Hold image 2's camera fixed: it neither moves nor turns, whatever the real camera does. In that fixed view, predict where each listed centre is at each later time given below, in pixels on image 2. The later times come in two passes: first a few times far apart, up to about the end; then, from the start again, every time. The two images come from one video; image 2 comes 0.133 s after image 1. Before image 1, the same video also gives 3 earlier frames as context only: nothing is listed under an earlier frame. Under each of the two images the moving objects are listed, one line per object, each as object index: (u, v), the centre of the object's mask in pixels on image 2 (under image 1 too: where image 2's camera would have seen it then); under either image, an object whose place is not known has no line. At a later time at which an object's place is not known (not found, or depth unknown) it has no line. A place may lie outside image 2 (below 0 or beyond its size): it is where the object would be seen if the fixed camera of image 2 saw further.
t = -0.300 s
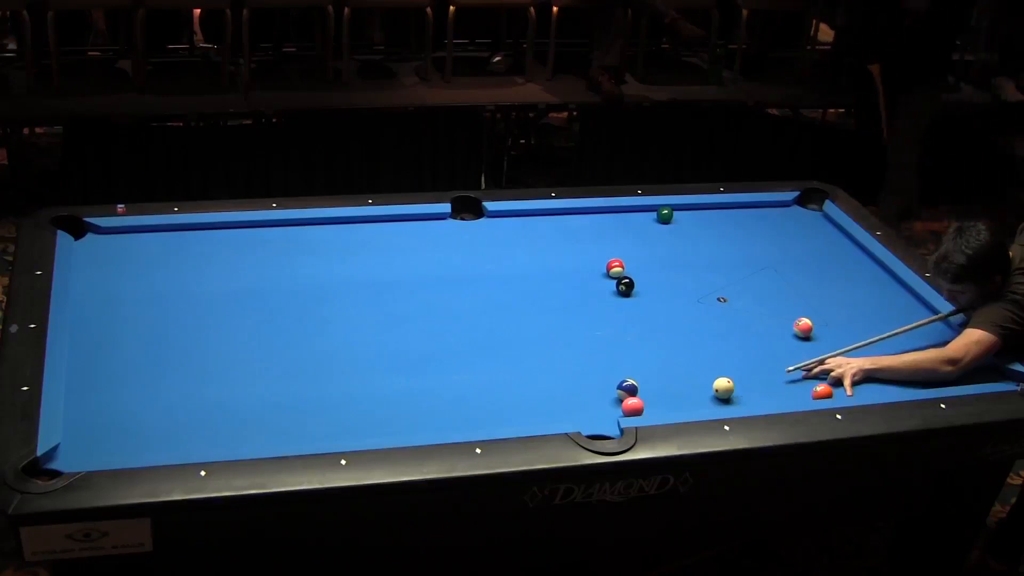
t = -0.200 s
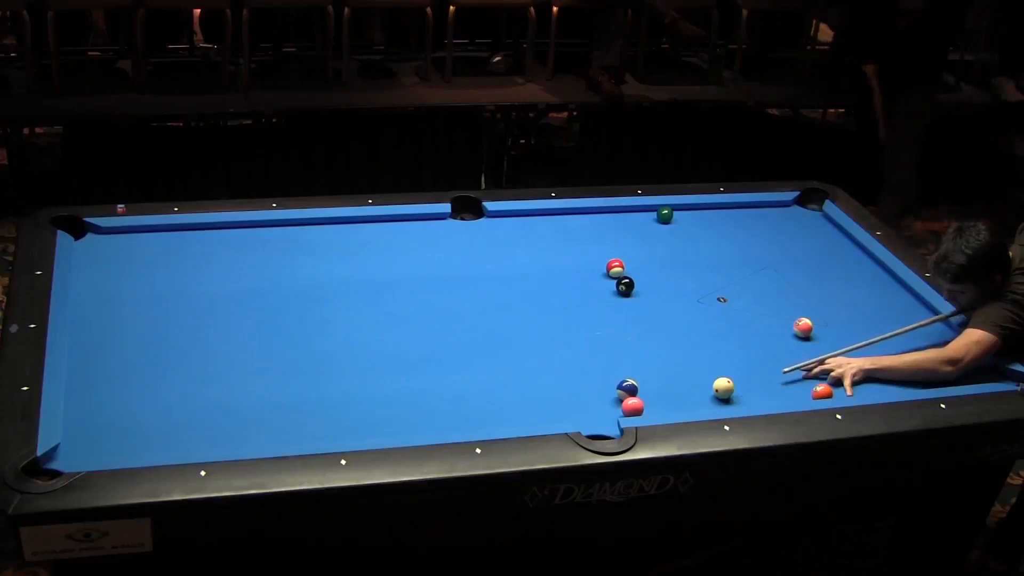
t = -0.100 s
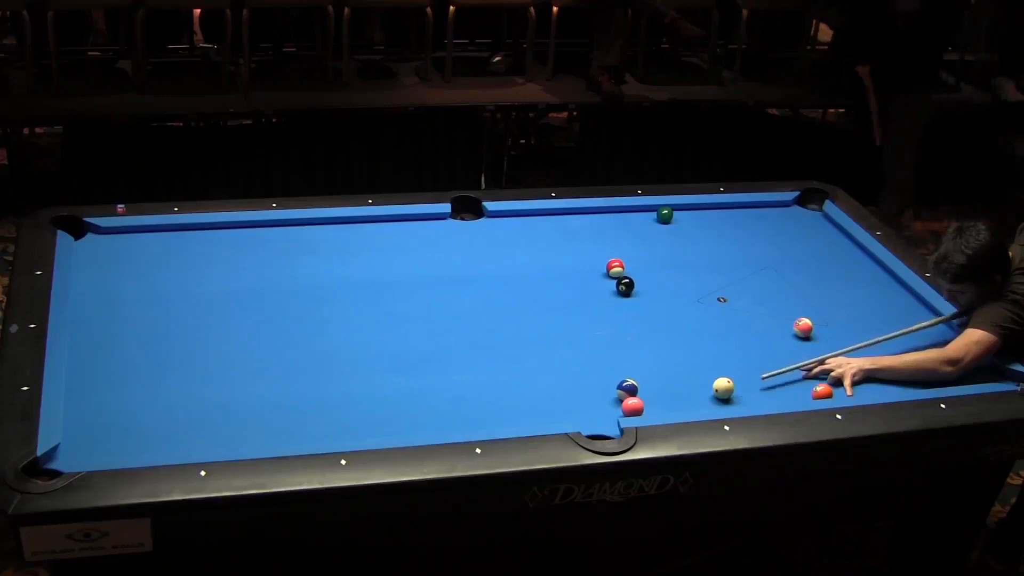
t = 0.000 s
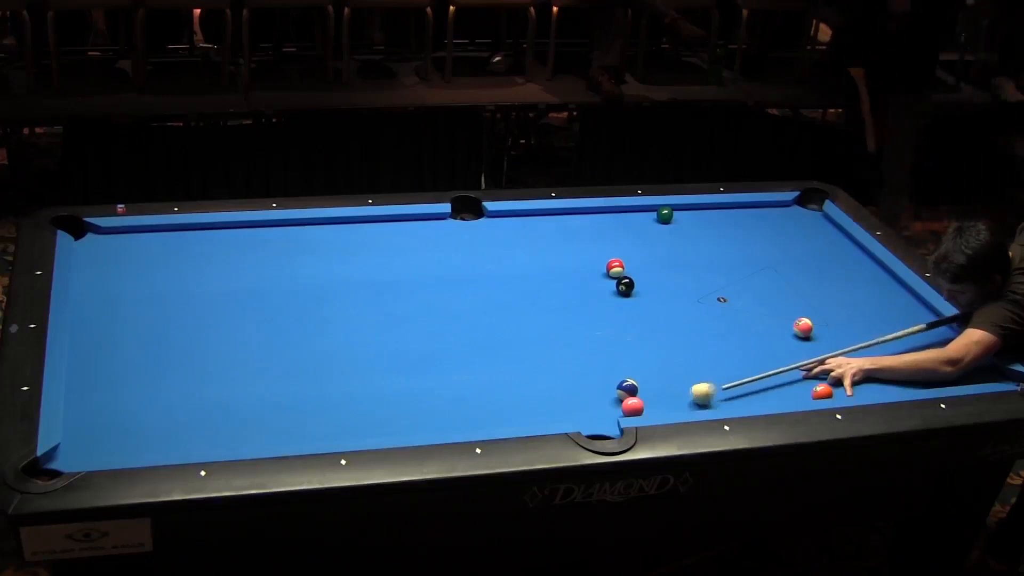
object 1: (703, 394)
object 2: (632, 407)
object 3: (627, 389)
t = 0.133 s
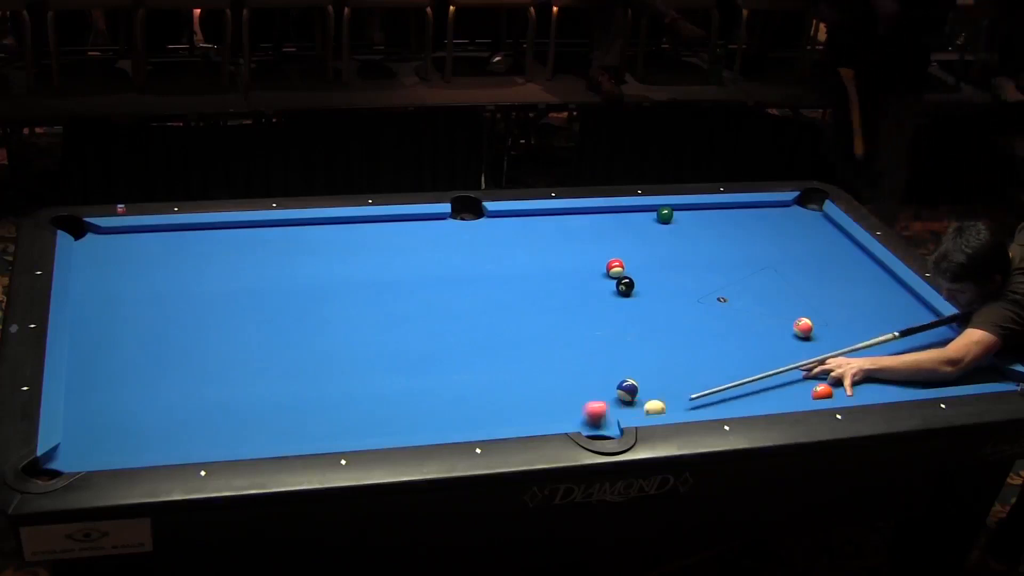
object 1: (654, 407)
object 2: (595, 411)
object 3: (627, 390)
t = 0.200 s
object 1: (652, 406)
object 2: (555, 414)
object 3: (627, 390)
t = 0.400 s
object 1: (646, 403)
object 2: (451, 424)
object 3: (627, 390)
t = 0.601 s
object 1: (644, 399)
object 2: (355, 432)
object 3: (624, 388)
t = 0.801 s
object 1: (645, 398)
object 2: (259, 438)
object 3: (621, 386)
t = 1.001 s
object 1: (646, 397)
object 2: (161, 445)
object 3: (618, 384)
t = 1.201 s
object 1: (646, 397)
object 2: (66, 452)
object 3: (616, 383)
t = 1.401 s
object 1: (646, 397)
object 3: (615, 382)
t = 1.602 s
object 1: (646, 397)
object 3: (614, 381)
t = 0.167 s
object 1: (653, 407)
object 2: (575, 413)
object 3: (627, 390)
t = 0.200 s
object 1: (652, 406)
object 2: (555, 414)
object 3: (627, 390)
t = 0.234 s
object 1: (651, 406)
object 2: (536, 416)
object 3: (627, 390)
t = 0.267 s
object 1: (650, 405)
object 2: (518, 418)
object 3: (627, 390)
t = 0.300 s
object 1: (649, 405)
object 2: (500, 419)
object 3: (627, 390)
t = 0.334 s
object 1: (648, 404)
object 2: (483, 421)
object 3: (627, 390)
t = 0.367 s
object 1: (647, 403)
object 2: (467, 423)
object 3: (627, 390)
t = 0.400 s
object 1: (646, 403)
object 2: (451, 424)
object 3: (627, 390)
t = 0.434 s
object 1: (645, 402)
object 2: (435, 426)
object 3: (627, 389)
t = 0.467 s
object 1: (644, 401)
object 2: (419, 427)
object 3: (627, 389)
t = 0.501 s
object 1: (644, 400)
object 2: (404, 429)
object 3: (626, 389)
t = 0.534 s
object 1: (644, 400)
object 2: (387, 430)
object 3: (625, 389)
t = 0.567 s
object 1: (644, 400)
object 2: (371, 431)
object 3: (625, 388)
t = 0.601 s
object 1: (644, 399)
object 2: (355, 432)
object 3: (624, 388)
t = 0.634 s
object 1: (644, 399)
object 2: (338, 433)
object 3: (623, 388)
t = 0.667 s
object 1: (644, 399)
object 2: (323, 434)
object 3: (623, 387)
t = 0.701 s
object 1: (644, 398)
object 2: (307, 435)
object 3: (622, 387)
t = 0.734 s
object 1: (644, 398)
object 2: (291, 436)
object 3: (622, 386)
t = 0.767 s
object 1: (645, 398)
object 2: (275, 437)
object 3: (621, 386)
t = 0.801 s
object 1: (645, 398)
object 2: (259, 438)
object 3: (621, 386)
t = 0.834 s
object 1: (645, 398)
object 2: (242, 439)
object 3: (620, 385)
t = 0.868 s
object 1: (645, 397)
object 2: (226, 441)
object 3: (620, 385)
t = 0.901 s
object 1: (645, 397)
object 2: (209, 441)
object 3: (619, 385)
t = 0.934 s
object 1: (645, 397)
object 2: (193, 443)
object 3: (619, 385)
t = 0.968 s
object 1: (645, 397)
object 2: (177, 444)
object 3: (619, 384)
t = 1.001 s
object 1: (646, 397)
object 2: (161, 445)
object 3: (618, 384)
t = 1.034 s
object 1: (646, 397)
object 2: (145, 446)
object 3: (618, 384)
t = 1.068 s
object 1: (646, 397)
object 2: (129, 447)
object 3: (617, 383)
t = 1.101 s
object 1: (646, 397)
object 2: (112, 448)
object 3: (617, 383)
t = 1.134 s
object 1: (646, 397)
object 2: (96, 449)
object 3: (617, 383)
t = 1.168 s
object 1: (646, 397)
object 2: (80, 452)
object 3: (616, 383)
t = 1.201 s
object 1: (646, 397)
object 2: (66, 452)
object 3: (616, 383)
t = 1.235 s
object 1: (646, 397)
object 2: (66, 457)
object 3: (616, 382)
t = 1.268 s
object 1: (646, 397)
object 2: (66, 460)
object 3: (616, 382)
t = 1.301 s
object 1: (646, 397)
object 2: (66, 464)
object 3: (615, 382)
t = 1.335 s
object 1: (646, 397)
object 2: (63, 468)
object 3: (615, 382)
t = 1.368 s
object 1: (646, 397)
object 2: (56, 474)
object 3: (615, 382)
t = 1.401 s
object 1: (646, 397)
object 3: (615, 382)
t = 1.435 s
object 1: (646, 397)
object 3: (615, 382)
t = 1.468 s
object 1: (646, 397)
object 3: (614, 382)
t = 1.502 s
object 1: (646, 397)
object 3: (614, 382)
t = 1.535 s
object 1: (646, 397)
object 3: (614, 381)
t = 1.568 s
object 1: (646, 397)
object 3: (614, 381)
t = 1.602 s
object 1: (646, 397)
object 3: (614, 381)
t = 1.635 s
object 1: (646, 397)
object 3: (614, 381)
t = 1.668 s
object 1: (646, 397)
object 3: (614, 381)
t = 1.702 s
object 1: (646, 397)
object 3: (614, 381)
